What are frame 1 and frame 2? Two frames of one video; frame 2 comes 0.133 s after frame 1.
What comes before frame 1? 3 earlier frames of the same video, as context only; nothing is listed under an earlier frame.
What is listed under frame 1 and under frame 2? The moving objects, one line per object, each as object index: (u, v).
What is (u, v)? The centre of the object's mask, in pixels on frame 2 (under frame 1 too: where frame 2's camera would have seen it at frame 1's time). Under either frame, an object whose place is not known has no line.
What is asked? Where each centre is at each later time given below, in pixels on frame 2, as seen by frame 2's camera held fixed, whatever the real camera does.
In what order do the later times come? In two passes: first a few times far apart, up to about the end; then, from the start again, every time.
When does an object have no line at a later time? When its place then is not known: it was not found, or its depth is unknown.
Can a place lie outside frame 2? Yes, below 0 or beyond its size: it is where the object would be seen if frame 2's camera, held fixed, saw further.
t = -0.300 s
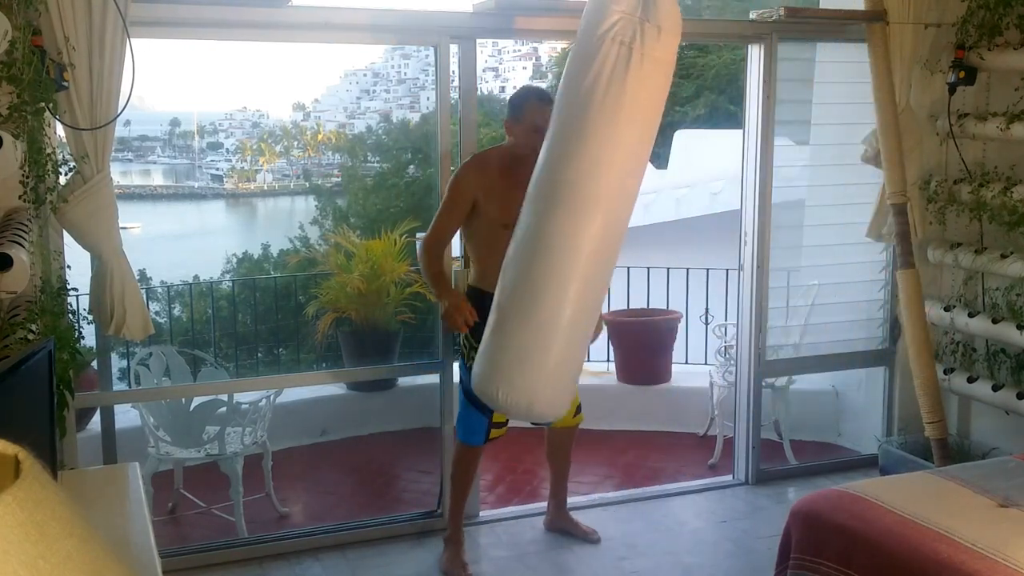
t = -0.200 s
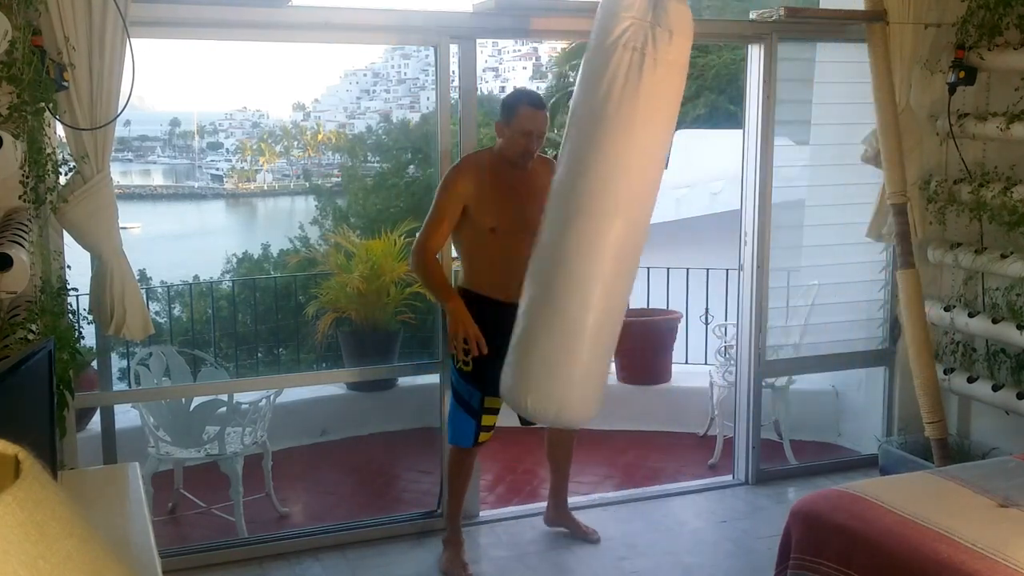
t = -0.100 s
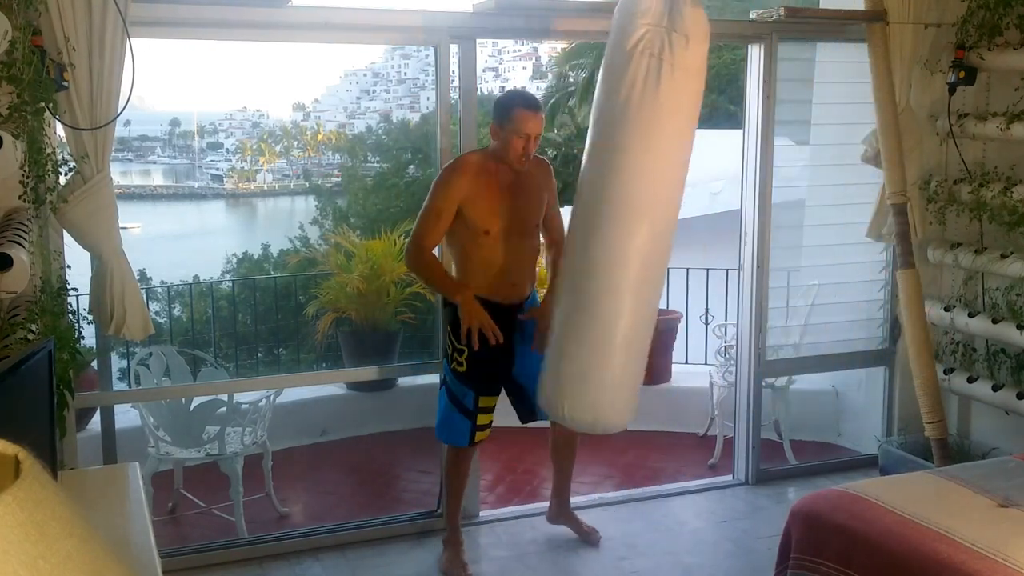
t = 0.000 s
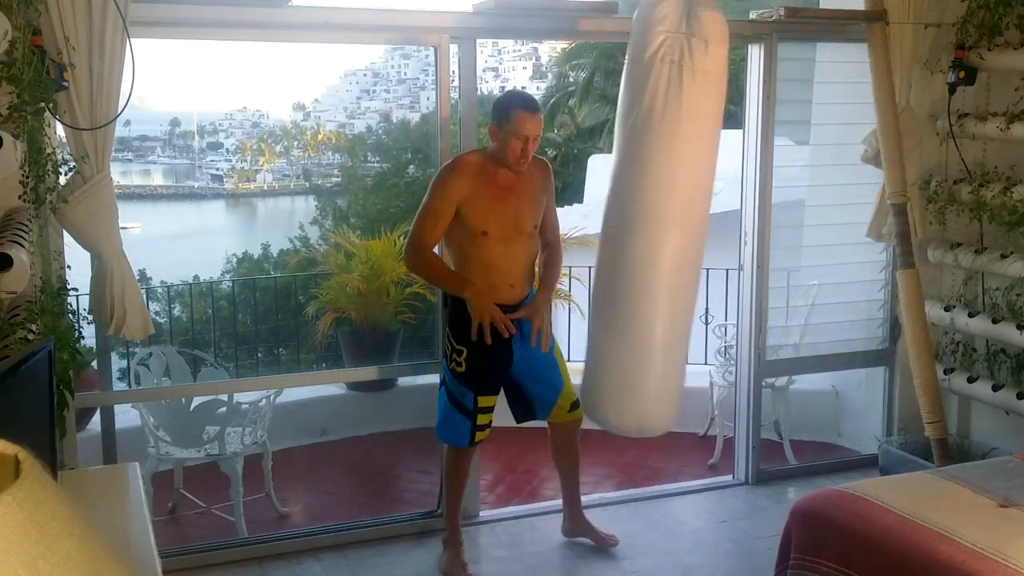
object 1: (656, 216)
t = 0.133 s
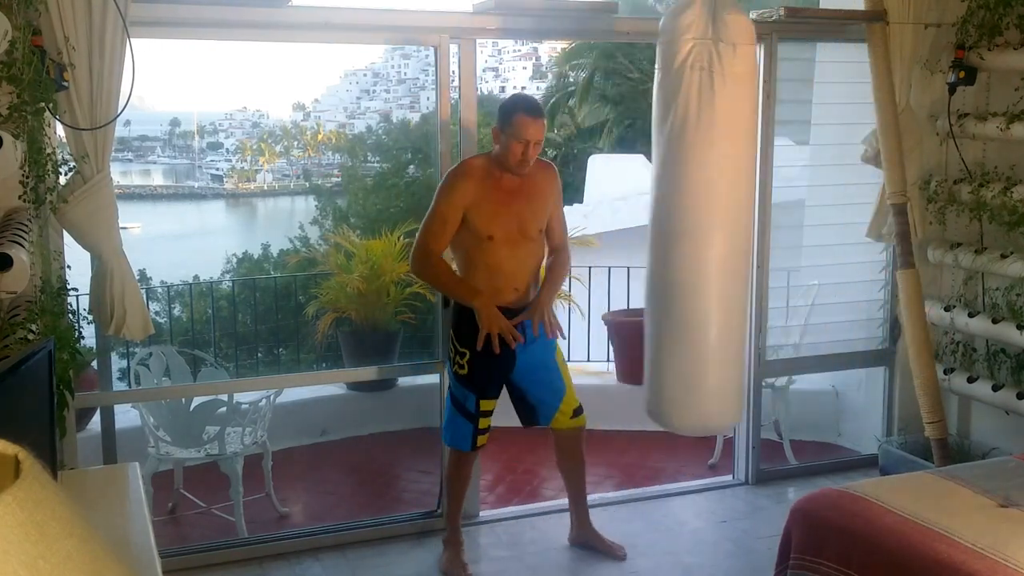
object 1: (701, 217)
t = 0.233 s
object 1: (735, 214)
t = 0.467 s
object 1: (805, 200)
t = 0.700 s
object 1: (847, 188)
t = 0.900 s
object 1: (855, 185)
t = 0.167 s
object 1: (714, 217)
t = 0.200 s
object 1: (724, 214)
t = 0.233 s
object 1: (735, 214)
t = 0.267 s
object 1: (746, 212)
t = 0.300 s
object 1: (757, 210)
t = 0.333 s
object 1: (767, 209)
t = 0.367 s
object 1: (777, 209)
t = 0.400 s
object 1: (787, 203)
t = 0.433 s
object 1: (796, 202)
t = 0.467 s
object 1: (805, 200)
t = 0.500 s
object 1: (813, 198)
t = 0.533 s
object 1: (820, 196)
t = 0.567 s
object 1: (827, 193)
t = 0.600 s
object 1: (833, 192)
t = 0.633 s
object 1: (839, 191)
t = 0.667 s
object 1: (843, 189)
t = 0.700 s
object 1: (847, 188)
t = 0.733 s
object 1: (851, 187)
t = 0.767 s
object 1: (853, 186)
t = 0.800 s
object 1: (855, 185)
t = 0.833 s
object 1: (855, 185)
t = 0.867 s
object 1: (855, 185)
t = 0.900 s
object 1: (855, 185)
